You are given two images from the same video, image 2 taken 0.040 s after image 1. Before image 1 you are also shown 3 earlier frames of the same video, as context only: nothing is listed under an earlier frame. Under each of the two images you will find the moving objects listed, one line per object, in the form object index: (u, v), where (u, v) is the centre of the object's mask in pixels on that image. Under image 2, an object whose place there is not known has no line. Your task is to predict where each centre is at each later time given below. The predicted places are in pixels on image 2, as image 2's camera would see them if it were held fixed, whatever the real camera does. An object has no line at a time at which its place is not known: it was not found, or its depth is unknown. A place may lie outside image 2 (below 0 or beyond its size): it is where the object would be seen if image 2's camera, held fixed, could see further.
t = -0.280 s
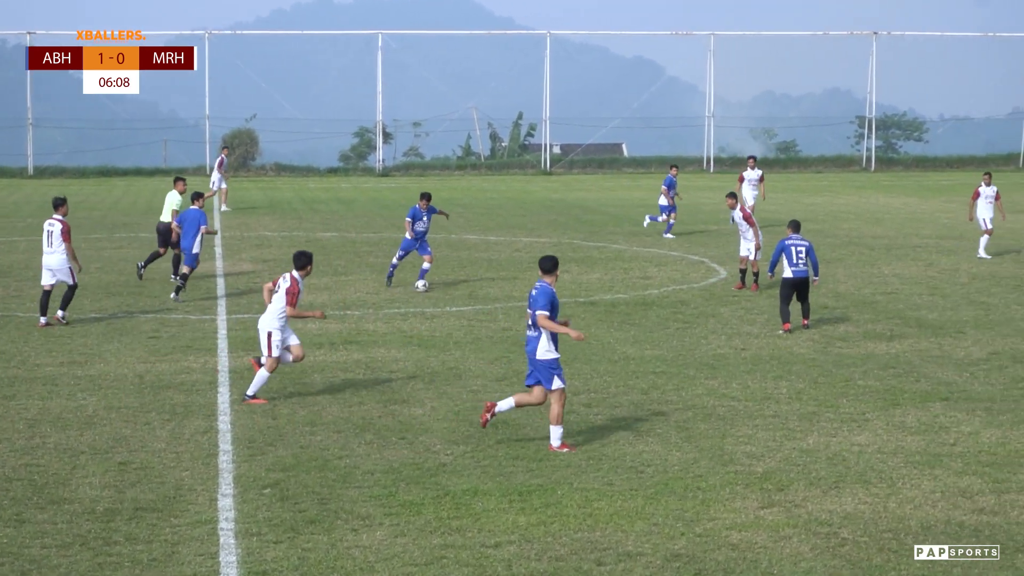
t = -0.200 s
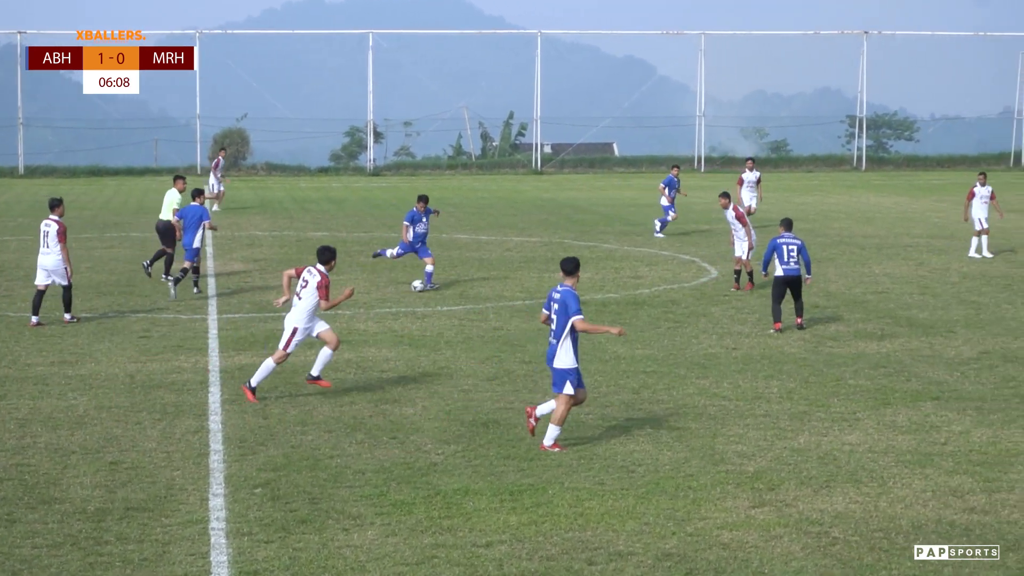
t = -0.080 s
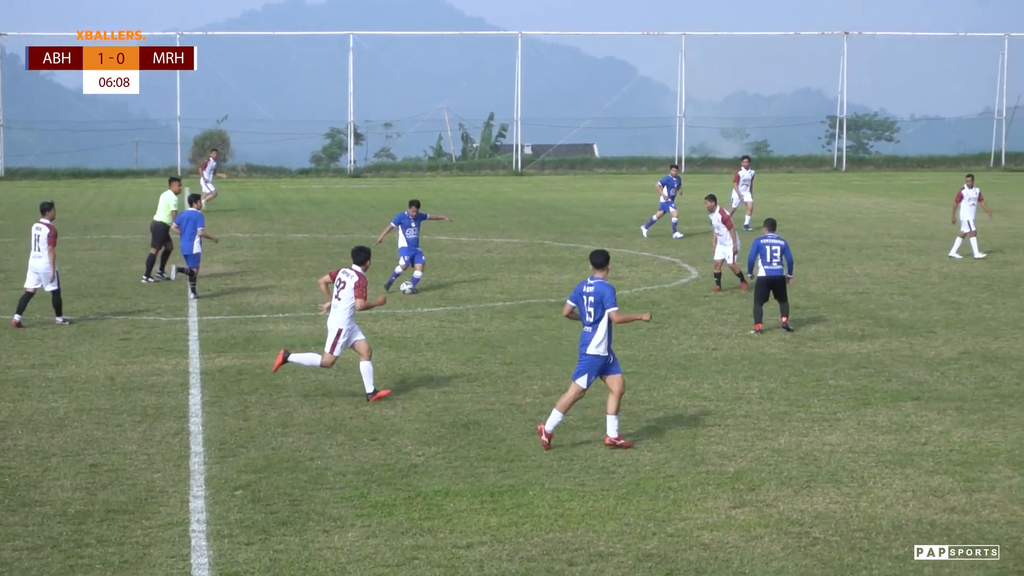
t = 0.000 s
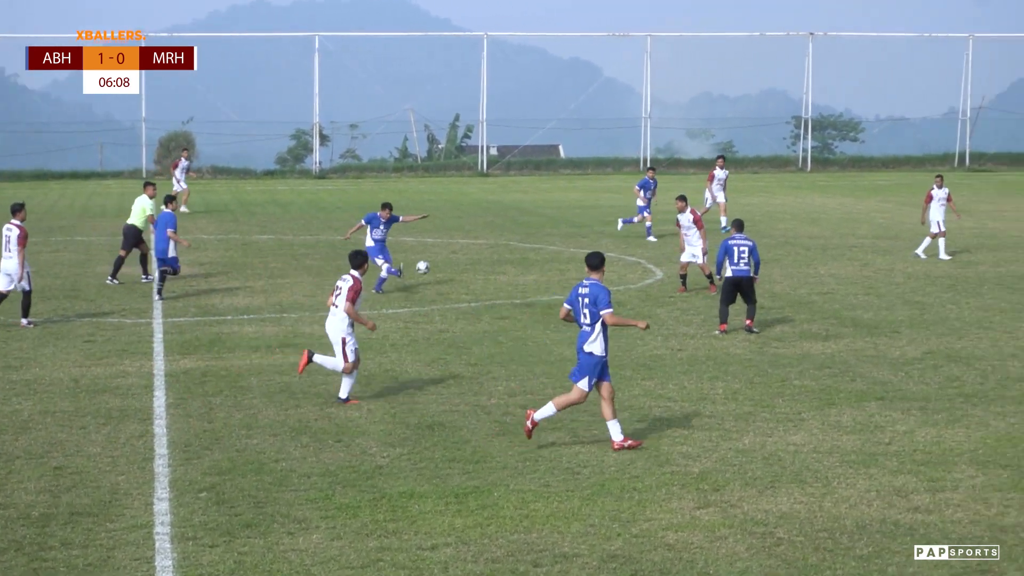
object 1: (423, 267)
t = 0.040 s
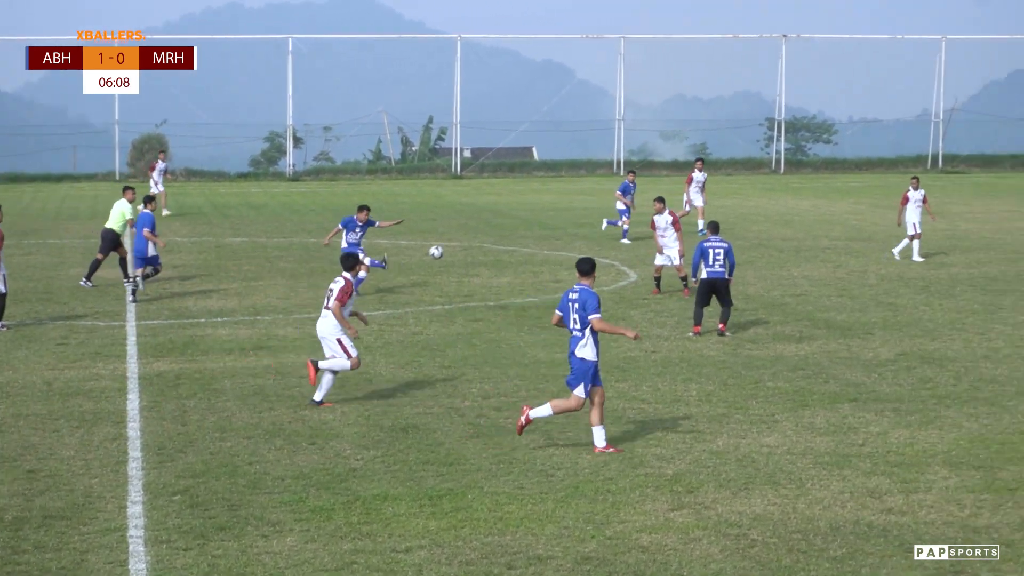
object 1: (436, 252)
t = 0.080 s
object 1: (466, 236)
